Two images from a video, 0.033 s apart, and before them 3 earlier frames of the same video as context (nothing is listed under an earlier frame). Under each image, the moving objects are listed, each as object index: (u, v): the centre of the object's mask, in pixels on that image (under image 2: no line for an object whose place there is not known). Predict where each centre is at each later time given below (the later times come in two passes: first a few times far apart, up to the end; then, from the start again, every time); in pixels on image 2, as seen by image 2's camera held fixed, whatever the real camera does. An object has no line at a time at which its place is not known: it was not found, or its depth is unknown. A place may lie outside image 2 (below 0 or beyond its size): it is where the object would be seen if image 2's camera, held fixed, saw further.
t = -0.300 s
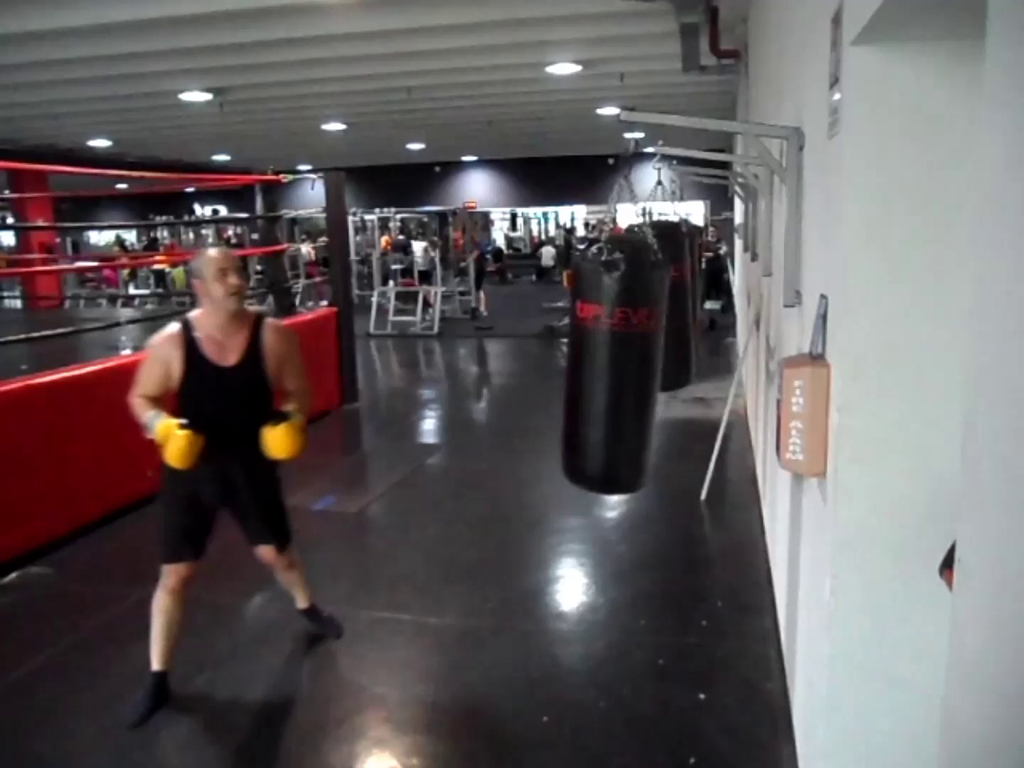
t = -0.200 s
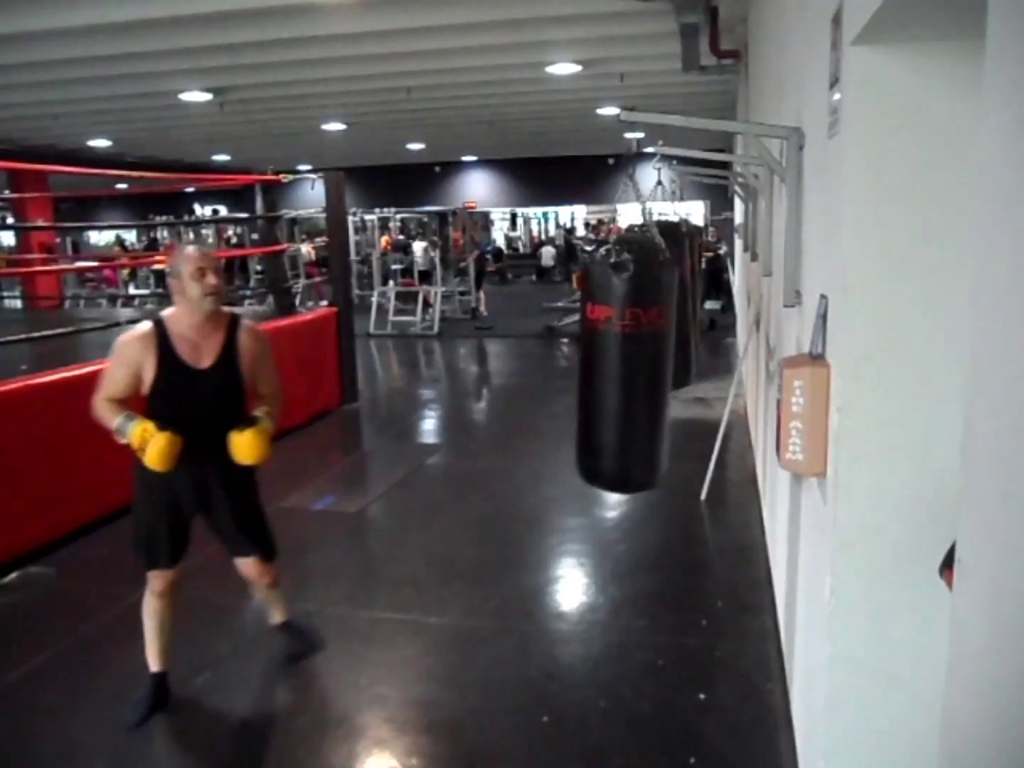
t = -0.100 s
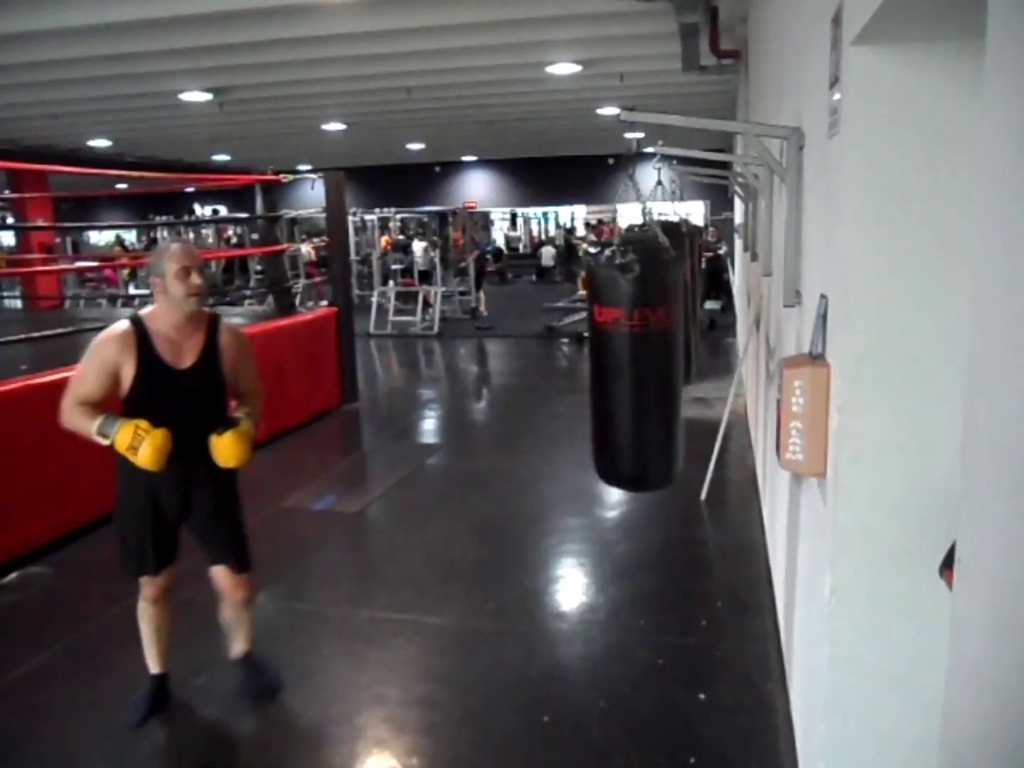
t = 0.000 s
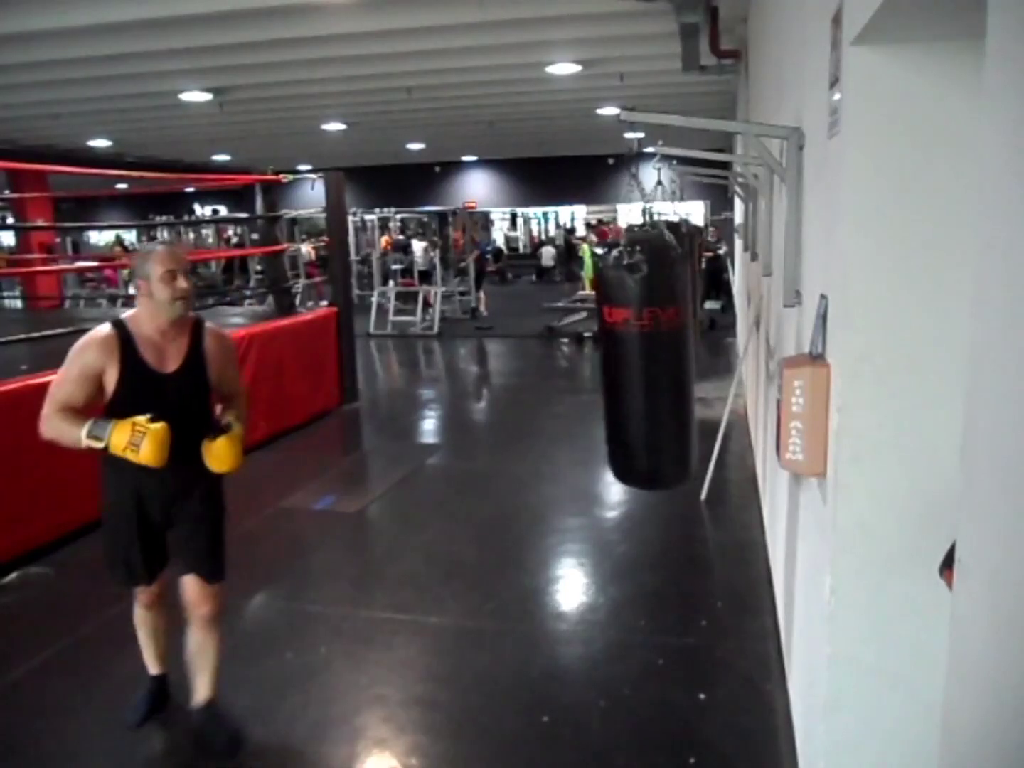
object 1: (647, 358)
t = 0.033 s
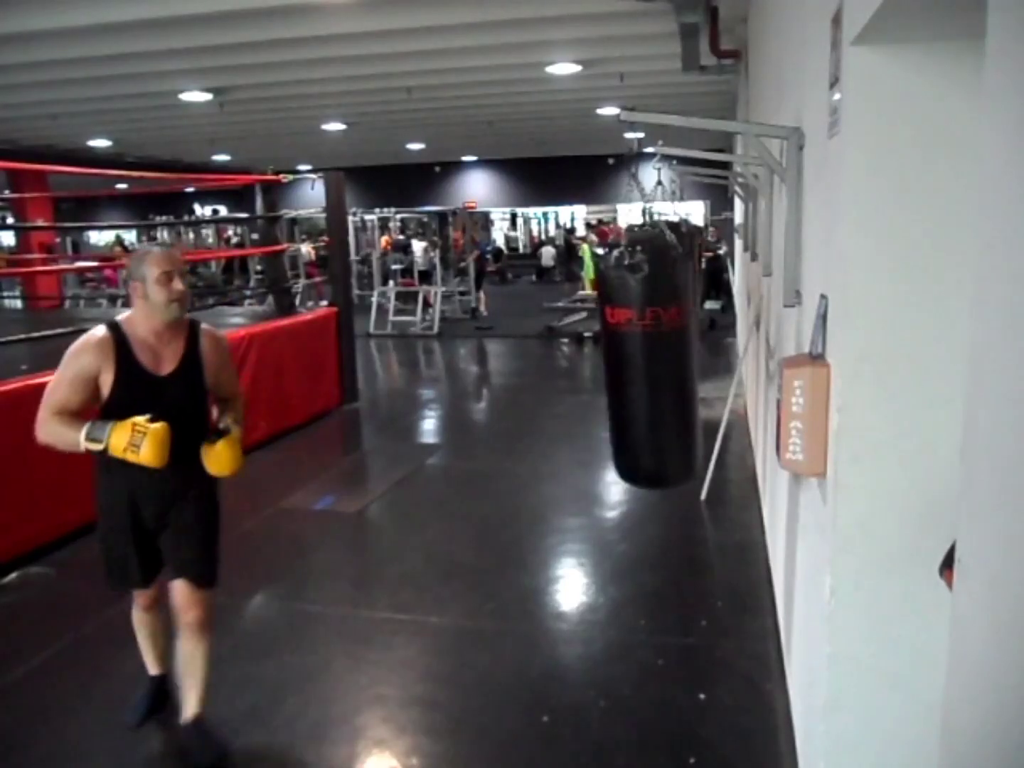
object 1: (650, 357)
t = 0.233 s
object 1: (664, 355)
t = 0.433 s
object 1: (666, 356)
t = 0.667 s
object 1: (651, 363)
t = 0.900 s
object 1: (624, 365)
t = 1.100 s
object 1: (604, 364)
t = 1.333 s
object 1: (596, 362)
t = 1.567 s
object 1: (604, 361)
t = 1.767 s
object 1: (622, 360)
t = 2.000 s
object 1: (648, 358)
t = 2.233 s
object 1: (664, 356)
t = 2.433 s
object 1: (665, 357)
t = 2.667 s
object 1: (649, 365)
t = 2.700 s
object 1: (645, 365)
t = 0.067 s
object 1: (653, 356)
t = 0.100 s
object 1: (656, 356)
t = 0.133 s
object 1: (659, 355)
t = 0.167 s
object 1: (661, 355)
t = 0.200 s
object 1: (663, 355)
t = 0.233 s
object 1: (664, 355)
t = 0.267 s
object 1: (665, 355)
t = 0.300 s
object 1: (666, 354)
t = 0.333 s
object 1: (667, 355)
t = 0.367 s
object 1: (667, 355)
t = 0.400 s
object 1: (666, 355)
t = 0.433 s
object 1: (666, 356)
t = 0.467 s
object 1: (665, 356)
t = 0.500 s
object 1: (663, 356)
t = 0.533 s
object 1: (662, 356)
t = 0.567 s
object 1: (660, 357)
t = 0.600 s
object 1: (656, 362)
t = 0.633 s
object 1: (653, 363)
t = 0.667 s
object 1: (651, 363)
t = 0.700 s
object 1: (647, 363)
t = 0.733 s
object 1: (644, 363)
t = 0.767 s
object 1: (640, 364)
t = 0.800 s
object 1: (636, 365)
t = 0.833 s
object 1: (632, 366)
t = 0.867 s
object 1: (628, 365)
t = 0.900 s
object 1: (624, 365)
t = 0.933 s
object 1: (621, 365)
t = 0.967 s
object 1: (617, 365)
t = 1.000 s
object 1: (613, 364)
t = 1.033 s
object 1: (611, 364)
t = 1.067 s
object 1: (607, 364)
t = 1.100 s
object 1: (604, 364)
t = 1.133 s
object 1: (602, 364)
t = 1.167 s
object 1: (601, 363)
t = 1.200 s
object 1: (599, 364)
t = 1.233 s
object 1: (598, 363)
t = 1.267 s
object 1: (597, 363)
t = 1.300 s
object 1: (596, 362)
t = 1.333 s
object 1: (596, 362)
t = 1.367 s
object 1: (596, 362)
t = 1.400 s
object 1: (596, 362)
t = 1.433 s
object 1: (597, 362)
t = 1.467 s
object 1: (598, 362)
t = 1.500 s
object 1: (600, 361)
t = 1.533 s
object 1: (601, 361)
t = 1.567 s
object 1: (604, 361)
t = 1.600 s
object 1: (606, 361)
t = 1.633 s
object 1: (609, 361)
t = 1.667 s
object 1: (612, 360)
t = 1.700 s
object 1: (615, 359)
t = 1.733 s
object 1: (618, 359)
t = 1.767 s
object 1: (622, 360)
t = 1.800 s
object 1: (626, 360)
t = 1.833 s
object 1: (630, 360)
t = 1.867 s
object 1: (634, 360)
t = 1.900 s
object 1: (638, 359)
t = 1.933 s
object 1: (641, 359)
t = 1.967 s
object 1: (646, 359)
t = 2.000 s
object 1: (648, 358)
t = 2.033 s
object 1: (651, 357)
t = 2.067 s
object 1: (653, 356)
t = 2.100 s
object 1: (656, 356)
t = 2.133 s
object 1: (659, 356)
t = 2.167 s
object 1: (661, 355)
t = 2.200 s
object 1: (663, 356)
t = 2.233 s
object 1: (664, 356)
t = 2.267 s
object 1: (665, 356)
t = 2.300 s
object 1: (666, 356)
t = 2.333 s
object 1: (666, 356)
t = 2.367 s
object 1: (666, 357)
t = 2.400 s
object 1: (665, 357)
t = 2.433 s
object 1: (665, 357)
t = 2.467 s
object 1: (664, 357)
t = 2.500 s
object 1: (662, 358)
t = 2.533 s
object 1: (660, 358)
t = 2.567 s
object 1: (659, 358)
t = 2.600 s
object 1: (656, 358)
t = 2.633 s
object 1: (654, 358)
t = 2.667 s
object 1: (649, 365)
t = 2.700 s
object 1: (645, 365)
